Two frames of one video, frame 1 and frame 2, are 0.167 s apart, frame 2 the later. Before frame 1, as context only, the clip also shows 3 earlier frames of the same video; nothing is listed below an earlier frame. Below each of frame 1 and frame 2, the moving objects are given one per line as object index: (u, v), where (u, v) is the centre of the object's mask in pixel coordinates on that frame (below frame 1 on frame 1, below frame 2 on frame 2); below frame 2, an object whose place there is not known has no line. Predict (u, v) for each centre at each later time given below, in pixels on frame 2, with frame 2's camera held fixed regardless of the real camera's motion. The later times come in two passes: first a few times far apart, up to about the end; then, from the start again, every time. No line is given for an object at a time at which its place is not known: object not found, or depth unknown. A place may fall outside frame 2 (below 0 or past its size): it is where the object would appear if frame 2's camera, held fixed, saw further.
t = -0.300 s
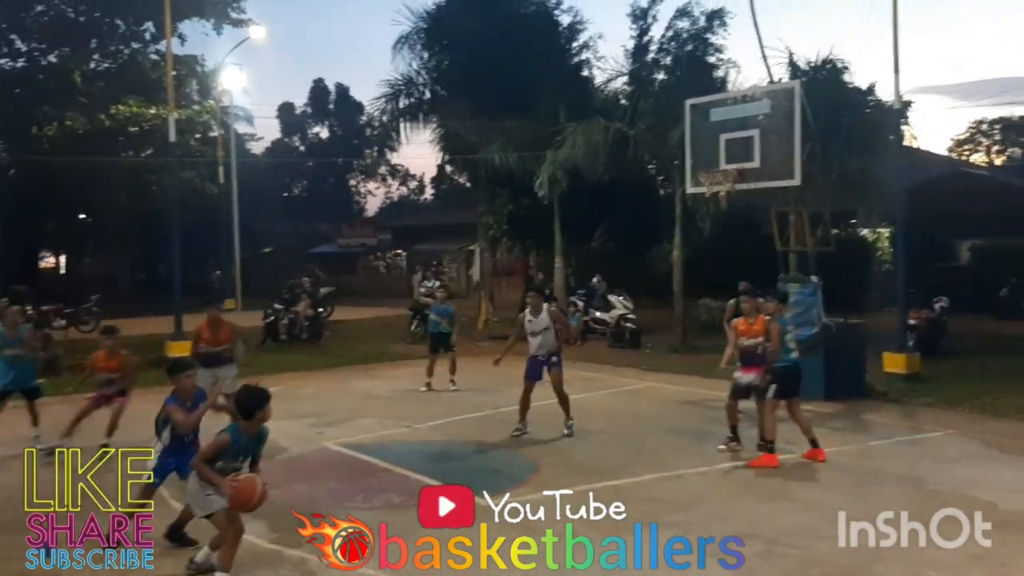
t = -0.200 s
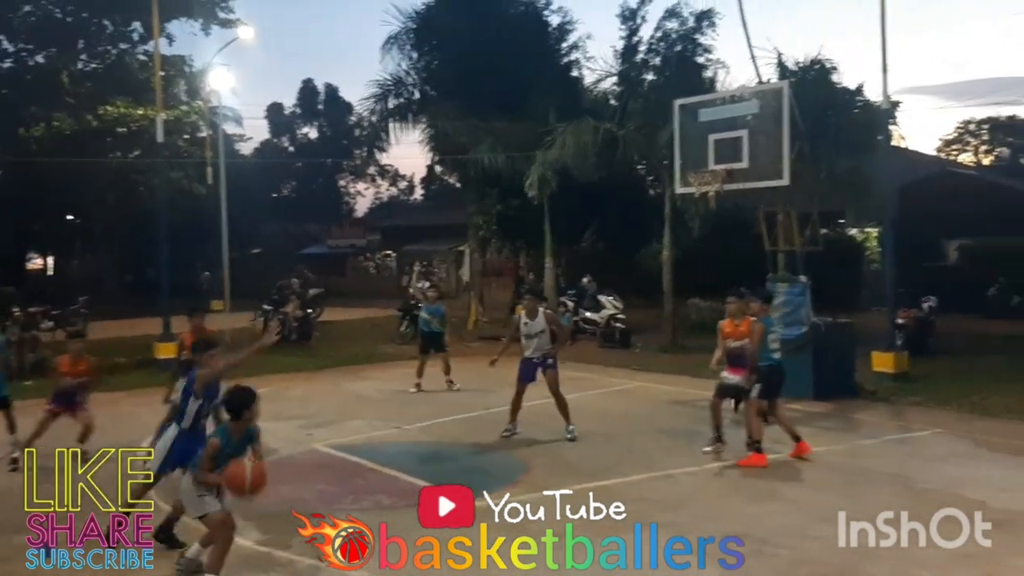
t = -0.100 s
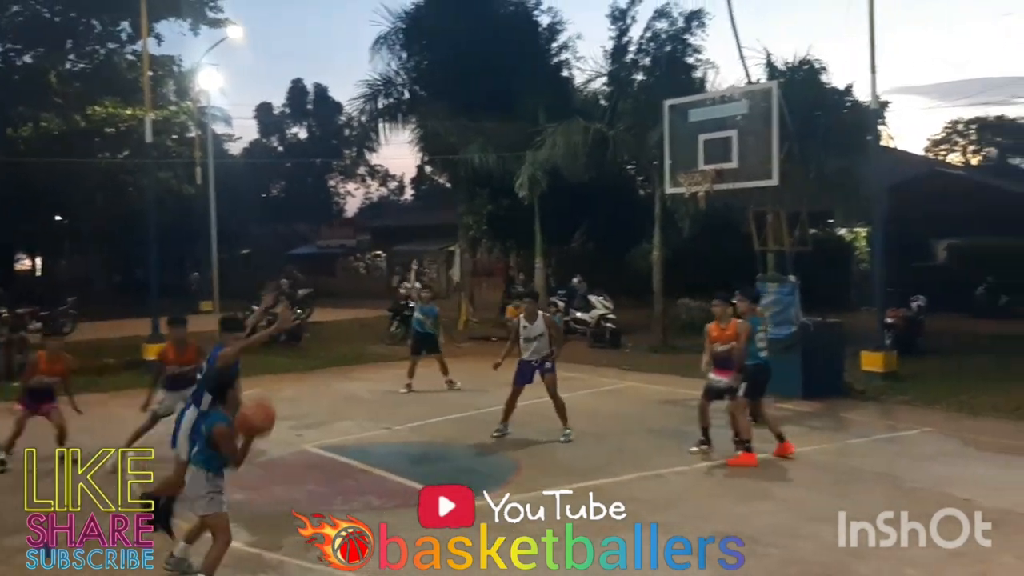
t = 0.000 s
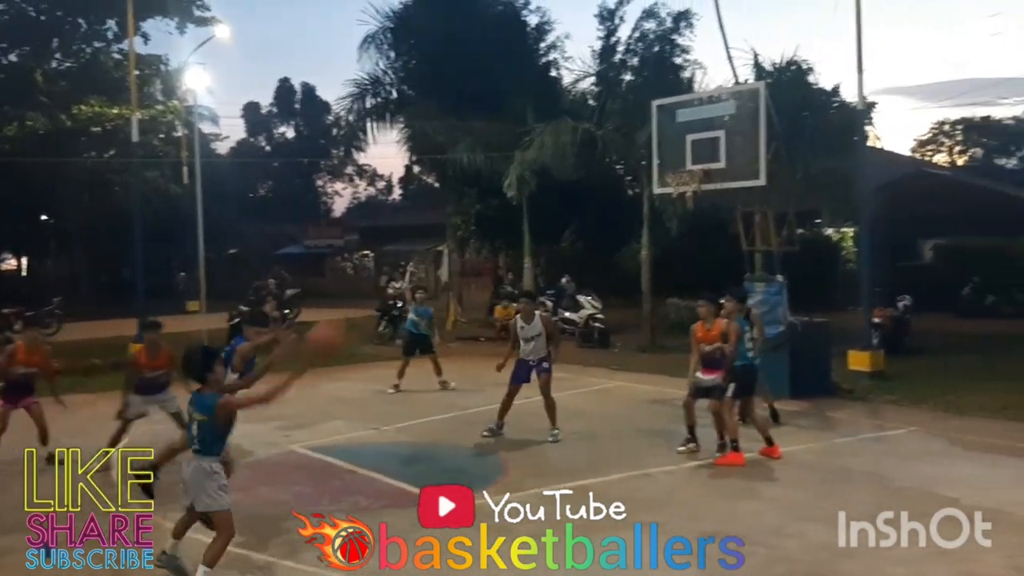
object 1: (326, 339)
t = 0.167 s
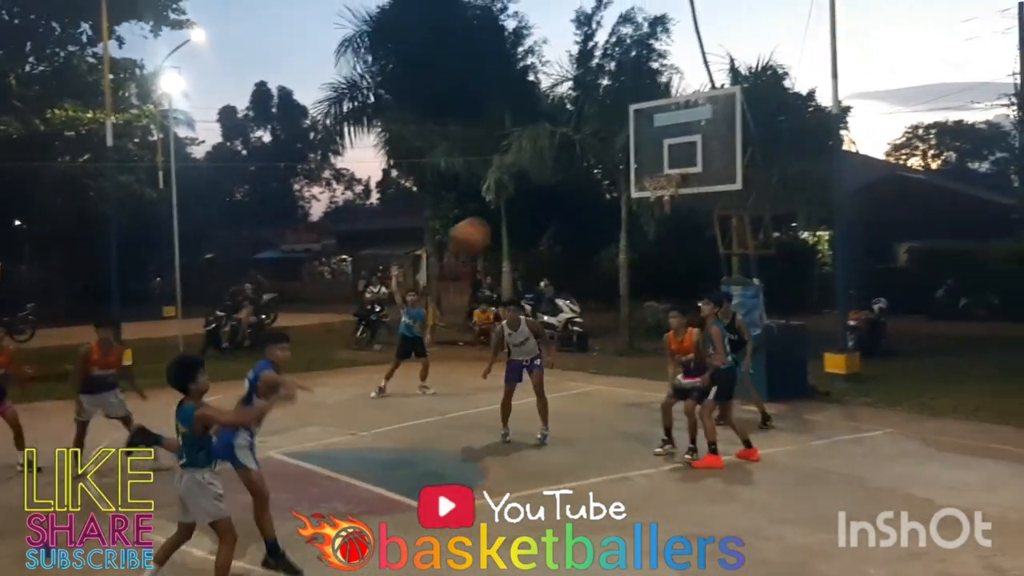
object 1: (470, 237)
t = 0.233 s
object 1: (525, 210)
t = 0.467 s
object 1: (686, 170)
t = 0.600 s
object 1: (761, 176)
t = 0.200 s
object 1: (497, 222)
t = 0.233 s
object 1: (525, 210)
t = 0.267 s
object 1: (551, 199)
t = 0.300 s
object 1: (576, 191)
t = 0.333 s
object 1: (600, 183)
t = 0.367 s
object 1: (622, 178)
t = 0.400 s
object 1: (646, 174)
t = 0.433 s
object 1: (666, 171)
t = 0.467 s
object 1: (686, 170)
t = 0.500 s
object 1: (706, 170)
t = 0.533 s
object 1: (725, 169)
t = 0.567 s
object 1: (744, 173)
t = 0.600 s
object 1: (761, 176)
